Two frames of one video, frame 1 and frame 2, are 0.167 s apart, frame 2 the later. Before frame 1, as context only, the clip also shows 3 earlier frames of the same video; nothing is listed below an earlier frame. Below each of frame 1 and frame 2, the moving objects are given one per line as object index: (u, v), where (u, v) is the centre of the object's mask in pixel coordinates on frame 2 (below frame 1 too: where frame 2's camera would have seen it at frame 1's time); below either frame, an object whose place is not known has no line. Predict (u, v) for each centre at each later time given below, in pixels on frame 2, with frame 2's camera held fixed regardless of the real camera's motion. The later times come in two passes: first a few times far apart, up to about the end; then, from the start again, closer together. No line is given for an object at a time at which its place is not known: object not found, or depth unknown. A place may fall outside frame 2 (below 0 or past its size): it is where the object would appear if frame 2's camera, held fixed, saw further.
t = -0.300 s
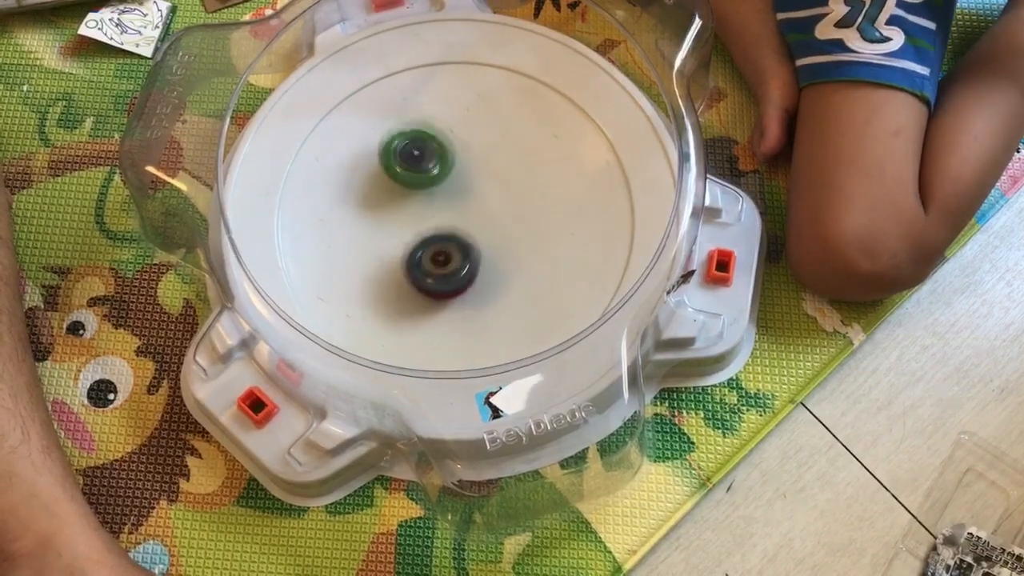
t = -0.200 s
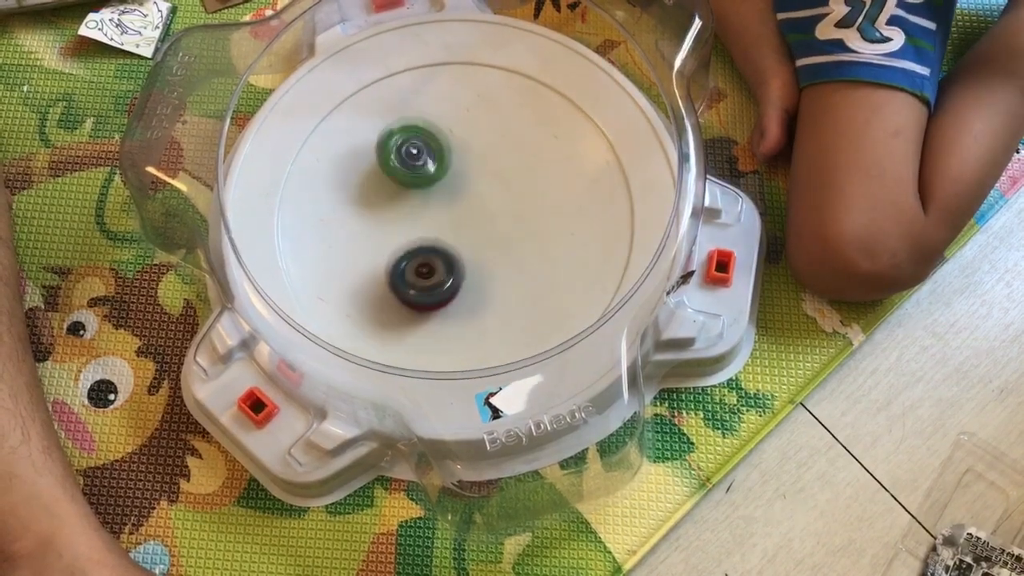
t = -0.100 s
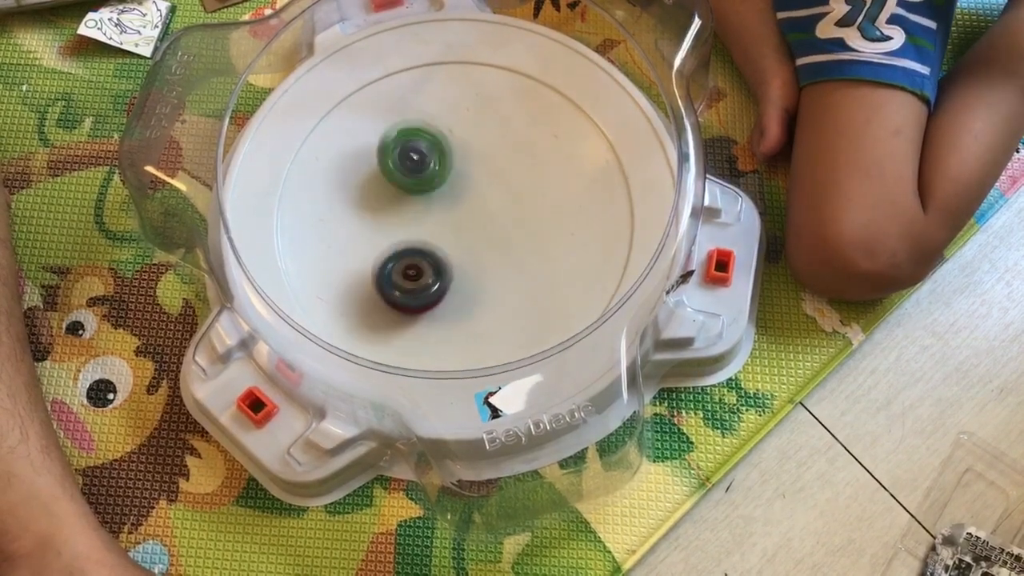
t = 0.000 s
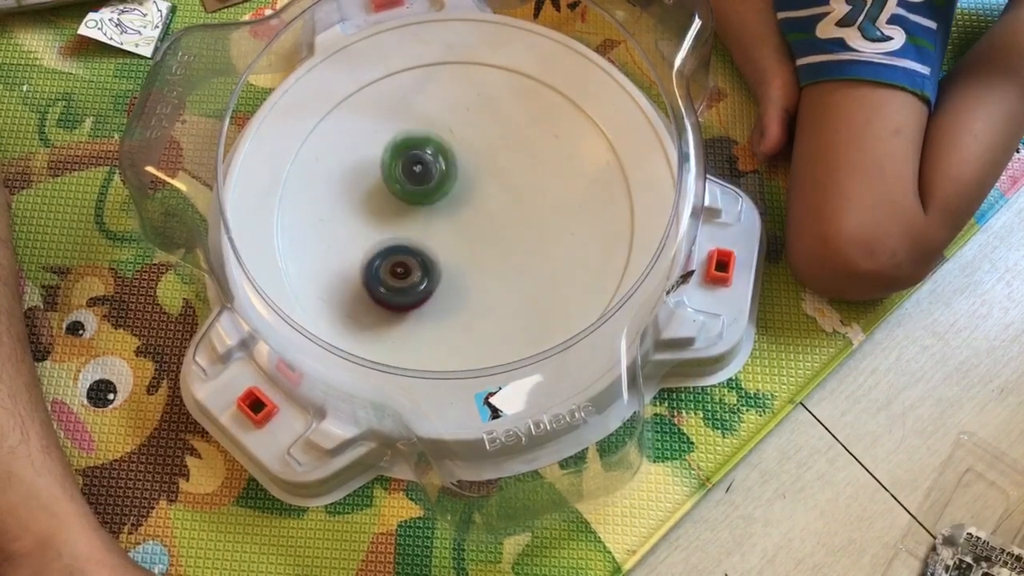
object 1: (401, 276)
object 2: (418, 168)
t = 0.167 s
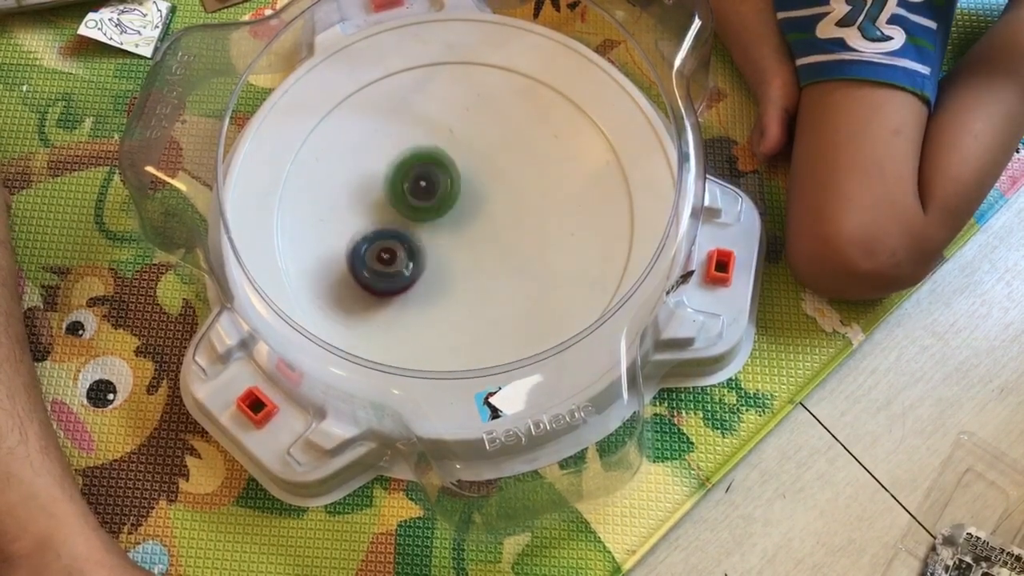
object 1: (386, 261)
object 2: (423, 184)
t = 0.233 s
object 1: (384, 250)
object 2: (425, 188)
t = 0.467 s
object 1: (353, 253)
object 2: (493, 180)
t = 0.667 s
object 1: (386, 233)
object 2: (482, 190)
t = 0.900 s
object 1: (330, 175)
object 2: (557, 210)
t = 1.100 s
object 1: (351, 169)
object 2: (531, 208)
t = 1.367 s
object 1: (419, 167)
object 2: (492, 204)
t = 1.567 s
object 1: (453, 159)
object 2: (485, 233)
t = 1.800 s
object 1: (485, 177)
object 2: (455, 259)
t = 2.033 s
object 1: (498, 212)
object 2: (414, 241)
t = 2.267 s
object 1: (482, 246)
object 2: (427, 206)
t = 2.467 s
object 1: (441, 266)
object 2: (474, 181)
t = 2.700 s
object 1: (386, 254)
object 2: (487, 205)
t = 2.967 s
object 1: (350, 218)
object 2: (443, 224)
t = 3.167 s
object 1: (366, 191)
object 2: (456, 214)
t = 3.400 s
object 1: (371, 156)
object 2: (510, 198)
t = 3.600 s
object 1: (434, 156)
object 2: (507, 198)
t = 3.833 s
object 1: (478, 125)
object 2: (494, 204)
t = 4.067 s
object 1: (473, 147)
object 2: (474, 222)
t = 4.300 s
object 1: (500, 163)
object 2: (441, 237)
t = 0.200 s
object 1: (385, 256)
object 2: (424, 185)
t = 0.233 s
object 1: (384, 250)
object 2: (425, 188)
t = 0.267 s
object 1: (378, 249)
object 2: (433, 189)
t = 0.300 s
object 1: (367, 251)
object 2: (450, 184)
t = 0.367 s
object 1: (356, 253)
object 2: (477, 178)
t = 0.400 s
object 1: (353, 254)
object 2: (487, 178)
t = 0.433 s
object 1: (353, 254)
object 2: (493, 178)
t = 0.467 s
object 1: (353, 253)
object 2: (493, 180)
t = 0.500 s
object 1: (355, 253)
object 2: (492, 181)
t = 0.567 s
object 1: (363, 248)
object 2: (489, 183)
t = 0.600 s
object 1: (370, 244)
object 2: (488, 186)
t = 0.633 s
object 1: (377, 239)
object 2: (486, 188)
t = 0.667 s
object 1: (386, 233)
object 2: (482, 190)
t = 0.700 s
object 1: (396, 226)
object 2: (477, 192)
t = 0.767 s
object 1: (379, 208)
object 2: (500, 198)
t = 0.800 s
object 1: (359, 197)
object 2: (518, 202)
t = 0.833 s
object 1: (344, 188)
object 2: (536, 205)
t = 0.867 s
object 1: (335, 181)
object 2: (550, 207)
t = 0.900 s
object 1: (330, 175)
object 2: (557, 210)
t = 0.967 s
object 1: (329, 170)
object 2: (553, 215)
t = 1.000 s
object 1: (331, 169)
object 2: (547, 214)
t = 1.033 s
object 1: (336, 169)
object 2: (542, 212)
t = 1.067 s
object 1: (342, 168)
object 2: (536, 210)
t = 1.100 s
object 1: (351, 169)
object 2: (531, 208)
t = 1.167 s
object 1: (368, 168)
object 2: (522, 204)
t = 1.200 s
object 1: (379, 169)
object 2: (517, 203)
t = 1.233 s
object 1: (389, 169)
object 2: (509, 202)
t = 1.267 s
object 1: (399, 170)
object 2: (502, 202)
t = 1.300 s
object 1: (410, 172)
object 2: (494, 200)
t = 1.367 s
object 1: (419, 167)
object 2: (492, 204)
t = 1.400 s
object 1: (425, 165)
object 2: (493, 209)
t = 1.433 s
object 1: (432, 163)
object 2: (490, 211)
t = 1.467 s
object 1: (434, 159)
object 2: (491, 221)
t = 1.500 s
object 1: (440, 157)
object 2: (490, 227)
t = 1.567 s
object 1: (453, 159)
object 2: (485, 233)
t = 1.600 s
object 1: (459, 161)
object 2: (485, 234)
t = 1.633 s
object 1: (464, 161)
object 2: (481, 238)
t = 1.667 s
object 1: (470, 161)
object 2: (478, 243)
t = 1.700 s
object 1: (474, 164)
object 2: (474, 246)
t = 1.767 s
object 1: (481, 171)
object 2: (460, 256)
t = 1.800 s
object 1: (485, 177)
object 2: (455, 259)
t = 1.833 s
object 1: (487, 182)
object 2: (449, 261)
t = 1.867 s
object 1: (489, 188)
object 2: (443, 260)
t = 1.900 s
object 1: (490, 193)
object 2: (437, 258)
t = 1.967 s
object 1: (491, 205)
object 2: (428, 252)
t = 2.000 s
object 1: (493, 209)
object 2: (422, 247)
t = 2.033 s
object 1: (498, 212)
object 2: (414, 241)
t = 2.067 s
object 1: (500, 217)
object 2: (409, 233)
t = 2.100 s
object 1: (499, 222)
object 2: (409, 224)
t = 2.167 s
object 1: (494, 232)
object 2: (415, 215)
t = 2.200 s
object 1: (490, 236)
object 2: (420, 212)
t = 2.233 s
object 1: (485, 239)
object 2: (424, 211)
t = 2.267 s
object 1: (482, 246)
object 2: (427, 206)
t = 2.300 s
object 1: (477, 252)
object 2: (435, 198)
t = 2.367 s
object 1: (464, 260)
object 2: (451, 186)
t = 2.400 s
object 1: (457, 262)
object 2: (457, 183)
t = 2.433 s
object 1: (449, 264)
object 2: (467, 178)
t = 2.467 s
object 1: (441, 266)
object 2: (474, 181)
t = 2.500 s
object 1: (432, 266)
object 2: (479, 178)
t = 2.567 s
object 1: (417, 265)
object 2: (487, 186)
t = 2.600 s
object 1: (409, 263)
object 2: (490, 189)
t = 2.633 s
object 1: (401, 261)
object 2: (490, 196)
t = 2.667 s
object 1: (393, 258)
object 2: (489, 201)
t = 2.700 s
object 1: (386, 254)
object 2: (487, 205)
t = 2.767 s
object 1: (373, 245)
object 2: (479, 216)
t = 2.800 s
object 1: (367, 241)
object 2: (472, 222)
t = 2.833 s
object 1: (361, 237)
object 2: (467, 226)
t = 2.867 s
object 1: (357, 232)
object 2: (461, 226)
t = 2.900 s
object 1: (354, 228)
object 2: (452, 227)
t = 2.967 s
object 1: (350, 218)
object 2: (443, 224)
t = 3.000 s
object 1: (349, 214)
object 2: (439, 221)
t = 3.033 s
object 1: (351, 210)
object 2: (438, 220)
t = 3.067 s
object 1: (356, 206)
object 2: (440, 216)
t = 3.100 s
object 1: (361, 203)
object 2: (441, 214)
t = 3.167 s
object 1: (366, 191)
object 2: (456, 214)
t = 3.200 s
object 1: (364, 183)
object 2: (466, 213)
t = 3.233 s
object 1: (363, 177)
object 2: (476, 209)
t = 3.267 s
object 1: (362, 170)
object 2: (486, 207)
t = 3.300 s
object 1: (363, 163)
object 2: (495, 204)
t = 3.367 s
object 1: (367, 156)
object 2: (506, 198)
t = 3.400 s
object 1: (371, 156)
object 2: (510, 198)
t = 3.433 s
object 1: (378, 157)
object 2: (514, 196)
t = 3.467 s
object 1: (386, 157)
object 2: (517, 195)
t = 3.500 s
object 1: (396, 158)
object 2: (516, 195)
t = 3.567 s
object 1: (422, 158)
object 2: (511, 197)
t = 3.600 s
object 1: (434, 156)
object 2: (507, 198)
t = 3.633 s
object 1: (446, 153)
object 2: (504, 200)
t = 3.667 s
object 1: (455, 147)
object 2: (503, 203)
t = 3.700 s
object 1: (463, 141)
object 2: (500, 204)
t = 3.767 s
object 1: (473, 130)
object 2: (496, 205)
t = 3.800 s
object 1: (476, 126)
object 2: (495, 205)
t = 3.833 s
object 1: (478, 125)
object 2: (494, 204)
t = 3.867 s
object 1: (479, 126)
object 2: (493, 204)
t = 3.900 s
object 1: (479, 128)
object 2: (493, 204)
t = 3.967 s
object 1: (478, 133)
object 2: (493, 214)
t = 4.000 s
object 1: (476, 136)
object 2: (488, 221)
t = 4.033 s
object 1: (474, 141)
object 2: (481, 223)
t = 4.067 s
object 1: (473, 147)
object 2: (474, 222)
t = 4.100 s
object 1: (474, 151)
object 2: (468, 224)
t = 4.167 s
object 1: (479, 160)
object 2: (461, 227)
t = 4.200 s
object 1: (482, 164)
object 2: (458, 228)
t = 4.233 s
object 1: (486, 166)
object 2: (455, 231)
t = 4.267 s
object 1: (493, 166)
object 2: (448, 235)
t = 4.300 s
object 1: (500, 163)
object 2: (441, 237)
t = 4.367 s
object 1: (510, 159)
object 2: (431, 231)
